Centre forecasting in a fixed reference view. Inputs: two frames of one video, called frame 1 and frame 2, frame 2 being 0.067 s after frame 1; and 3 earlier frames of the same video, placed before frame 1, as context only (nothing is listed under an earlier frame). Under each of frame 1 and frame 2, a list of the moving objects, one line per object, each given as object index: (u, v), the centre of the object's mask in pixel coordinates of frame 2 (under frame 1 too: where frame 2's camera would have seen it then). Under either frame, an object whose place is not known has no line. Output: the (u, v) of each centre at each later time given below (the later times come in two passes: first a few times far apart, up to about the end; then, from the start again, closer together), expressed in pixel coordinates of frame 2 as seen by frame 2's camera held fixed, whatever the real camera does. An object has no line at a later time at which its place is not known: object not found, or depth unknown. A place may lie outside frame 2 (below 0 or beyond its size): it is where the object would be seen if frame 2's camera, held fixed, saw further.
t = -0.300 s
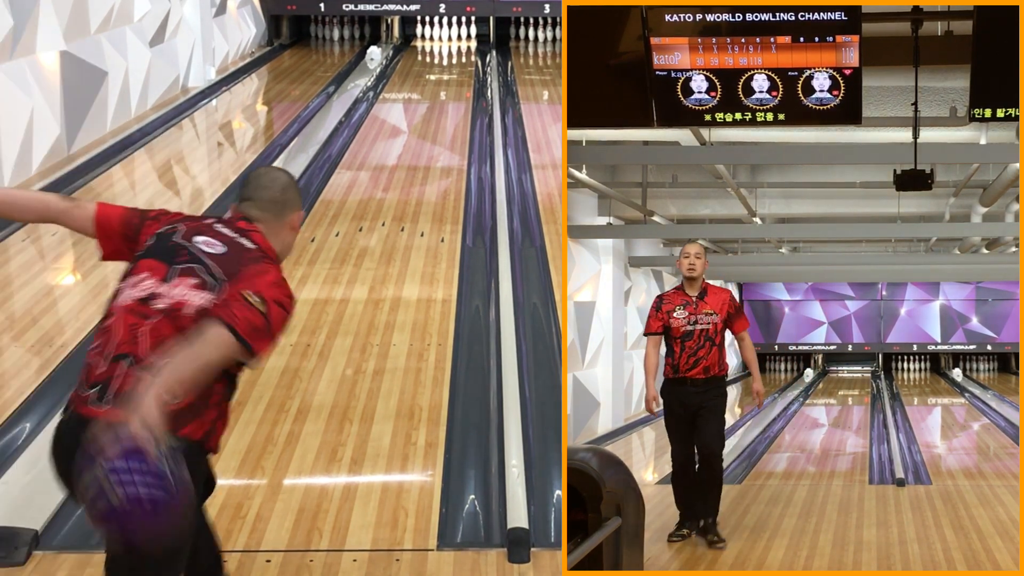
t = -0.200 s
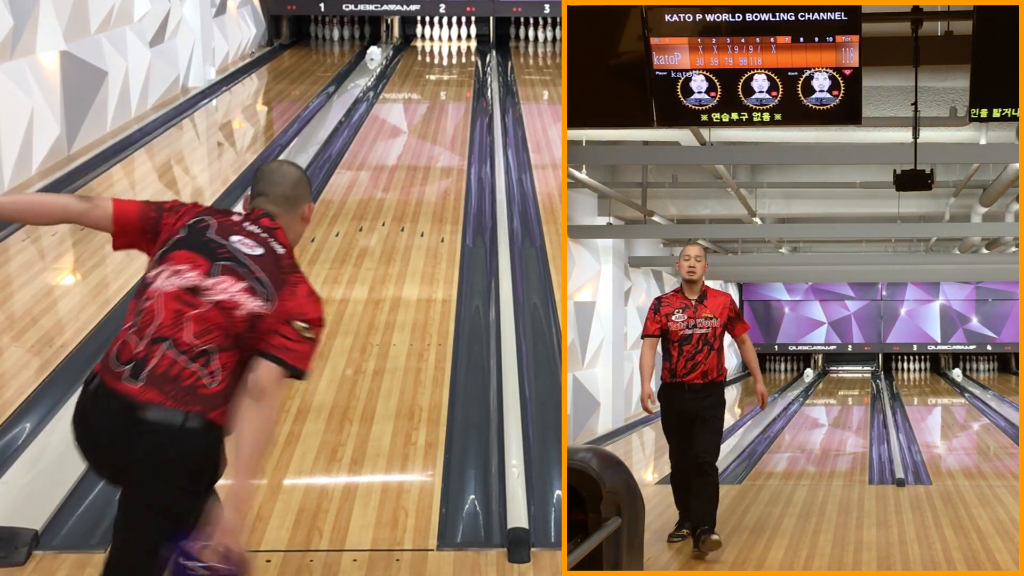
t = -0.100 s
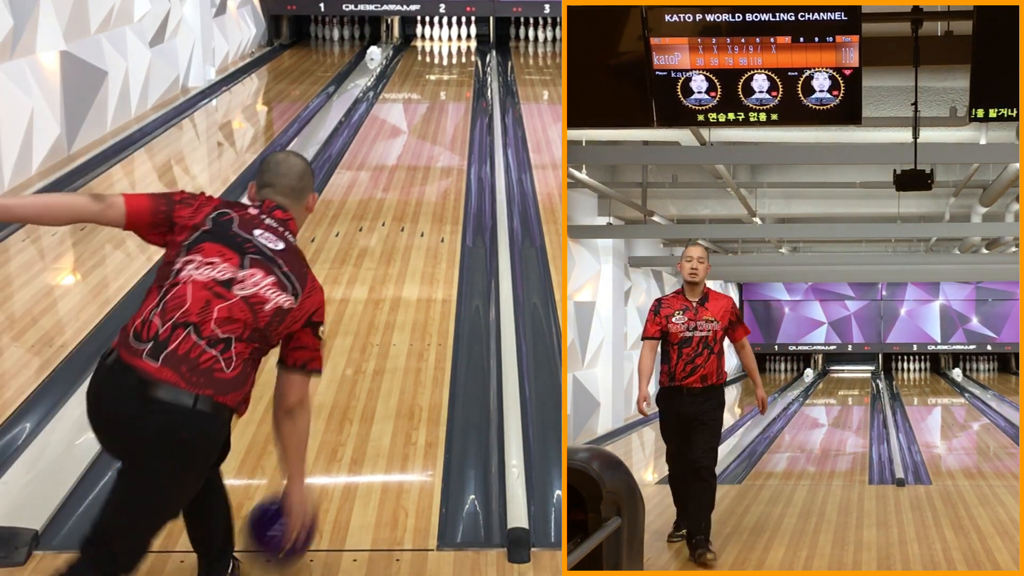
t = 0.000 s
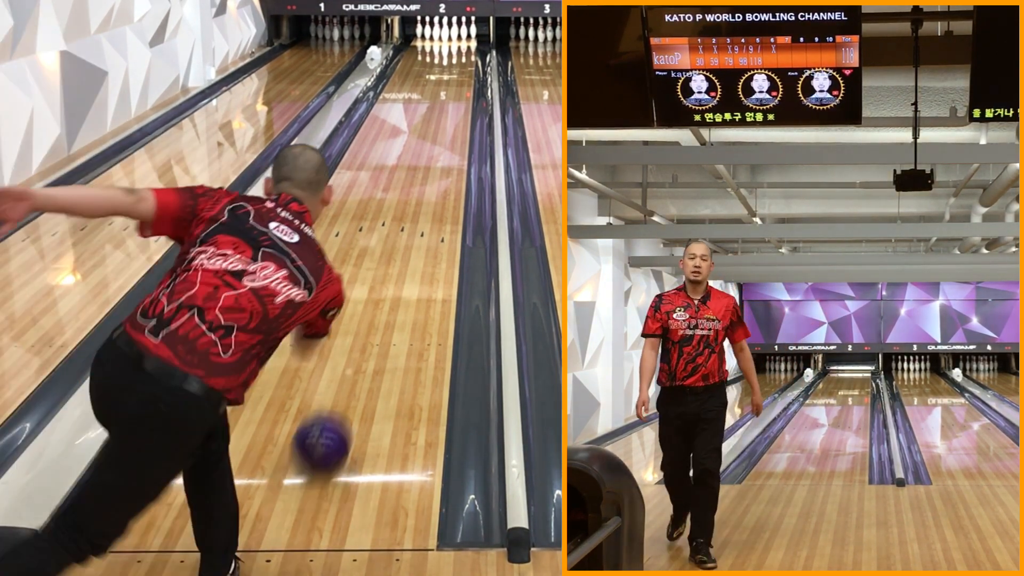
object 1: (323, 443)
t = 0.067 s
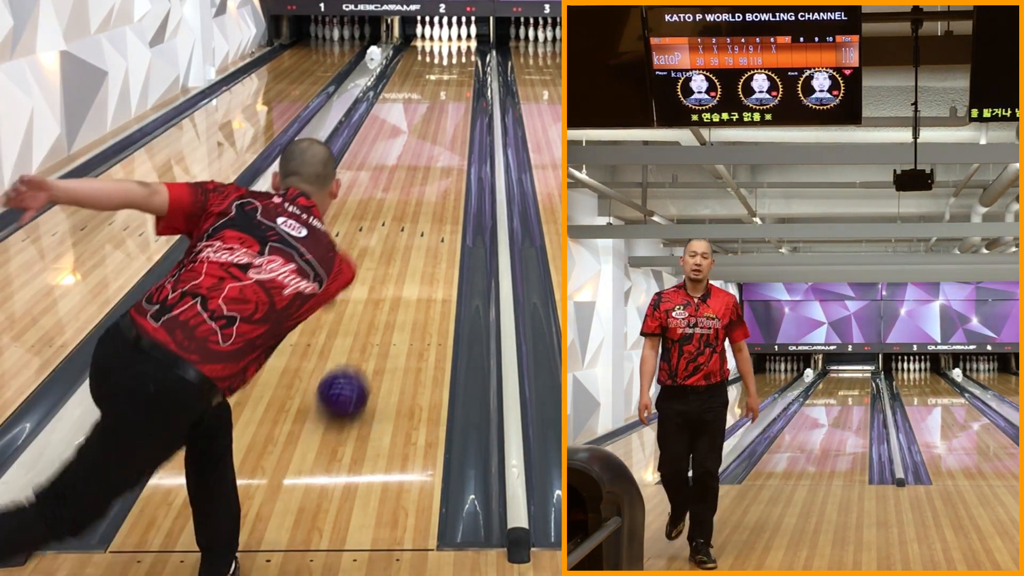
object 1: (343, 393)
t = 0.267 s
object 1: (385, 289)
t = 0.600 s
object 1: (424, 189)
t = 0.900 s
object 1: (443, 137)
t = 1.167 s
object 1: (453, 105)
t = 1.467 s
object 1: (461, 79)
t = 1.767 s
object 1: (462, 61)
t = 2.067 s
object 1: (457, 46)
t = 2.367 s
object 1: (446, 36)
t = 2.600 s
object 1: (437, 31)
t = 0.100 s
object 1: (352, 372)
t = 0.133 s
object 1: (359, 352)
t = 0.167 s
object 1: (367, 335)
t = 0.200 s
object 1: (374, 319)
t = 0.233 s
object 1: (380, 303)
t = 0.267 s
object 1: (385, 289)
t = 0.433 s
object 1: (408, 231)
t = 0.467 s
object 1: (411, 222)
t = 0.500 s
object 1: (415, 213)
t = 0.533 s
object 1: (418, 205)
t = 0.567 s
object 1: (421, 197)
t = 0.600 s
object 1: (424, 189)
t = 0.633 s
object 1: (426, 182)
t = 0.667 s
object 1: (429, 176)
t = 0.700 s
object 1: (431, 169)
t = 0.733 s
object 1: (433, 163)
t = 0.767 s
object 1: (435, 158)
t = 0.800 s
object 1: (438, 152)
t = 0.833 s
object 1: (439, 147)
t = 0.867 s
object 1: (441, 142)
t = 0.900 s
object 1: (443, 137)
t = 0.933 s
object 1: (444, 133)
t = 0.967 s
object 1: (446, 128)
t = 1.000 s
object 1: (447, 124)
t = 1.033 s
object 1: (449, 120)
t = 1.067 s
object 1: (450, 116)
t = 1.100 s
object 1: (451, 112)
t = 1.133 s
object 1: (452, 109)
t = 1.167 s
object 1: (453, 105)
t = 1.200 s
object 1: (454, 102)
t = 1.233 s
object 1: (455, 99)
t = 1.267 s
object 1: (456, 96)
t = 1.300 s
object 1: (457, 93)
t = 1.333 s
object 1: (458, 90)
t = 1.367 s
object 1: (459, 87)
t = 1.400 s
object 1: (460, 85)
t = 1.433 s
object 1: (460, 82)
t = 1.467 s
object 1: (461, 79)
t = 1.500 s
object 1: (461, 77)
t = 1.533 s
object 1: (462, 75)
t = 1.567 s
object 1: (462, 73)
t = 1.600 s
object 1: (462, 70)
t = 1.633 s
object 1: (463, 68)
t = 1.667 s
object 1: (462, 66)
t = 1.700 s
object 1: (462, 64)
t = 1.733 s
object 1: (463, 62)
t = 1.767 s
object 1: (462, 61)
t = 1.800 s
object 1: (462, 59)
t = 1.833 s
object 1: (461, 57)
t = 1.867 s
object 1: (461, 55)
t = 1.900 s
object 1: (461, 53)
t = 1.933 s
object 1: (460, 52)
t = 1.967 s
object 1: (460, 50)
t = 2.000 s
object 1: (459, 49)
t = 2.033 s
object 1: (458, 47)
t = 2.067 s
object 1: (457, 46)
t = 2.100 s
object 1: (456, 45)
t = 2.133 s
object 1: (455, 43)
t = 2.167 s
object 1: (454, 42)
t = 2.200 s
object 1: (453, 41)
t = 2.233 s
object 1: (451, 40)
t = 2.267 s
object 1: (450, 39)
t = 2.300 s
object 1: (448, 37)
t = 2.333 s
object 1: (447, 36)
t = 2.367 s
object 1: (446, 36)
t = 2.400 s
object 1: (446, 34)
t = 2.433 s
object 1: (446, 35)
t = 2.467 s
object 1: (444, 33)
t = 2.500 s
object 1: (442, 32)
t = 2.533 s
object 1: (440, 32)
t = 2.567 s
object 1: (438, 30)
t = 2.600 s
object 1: (437, 31)
